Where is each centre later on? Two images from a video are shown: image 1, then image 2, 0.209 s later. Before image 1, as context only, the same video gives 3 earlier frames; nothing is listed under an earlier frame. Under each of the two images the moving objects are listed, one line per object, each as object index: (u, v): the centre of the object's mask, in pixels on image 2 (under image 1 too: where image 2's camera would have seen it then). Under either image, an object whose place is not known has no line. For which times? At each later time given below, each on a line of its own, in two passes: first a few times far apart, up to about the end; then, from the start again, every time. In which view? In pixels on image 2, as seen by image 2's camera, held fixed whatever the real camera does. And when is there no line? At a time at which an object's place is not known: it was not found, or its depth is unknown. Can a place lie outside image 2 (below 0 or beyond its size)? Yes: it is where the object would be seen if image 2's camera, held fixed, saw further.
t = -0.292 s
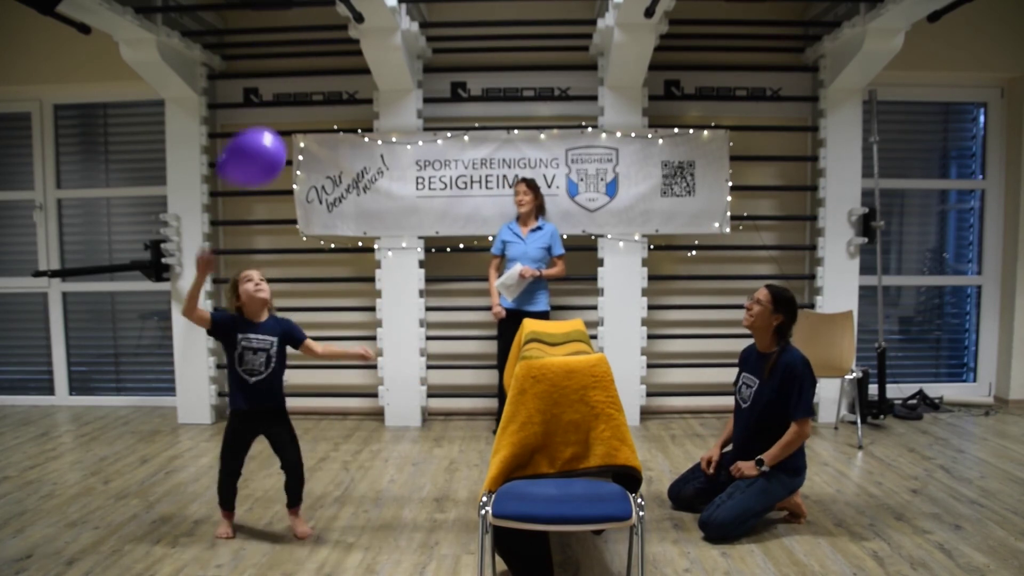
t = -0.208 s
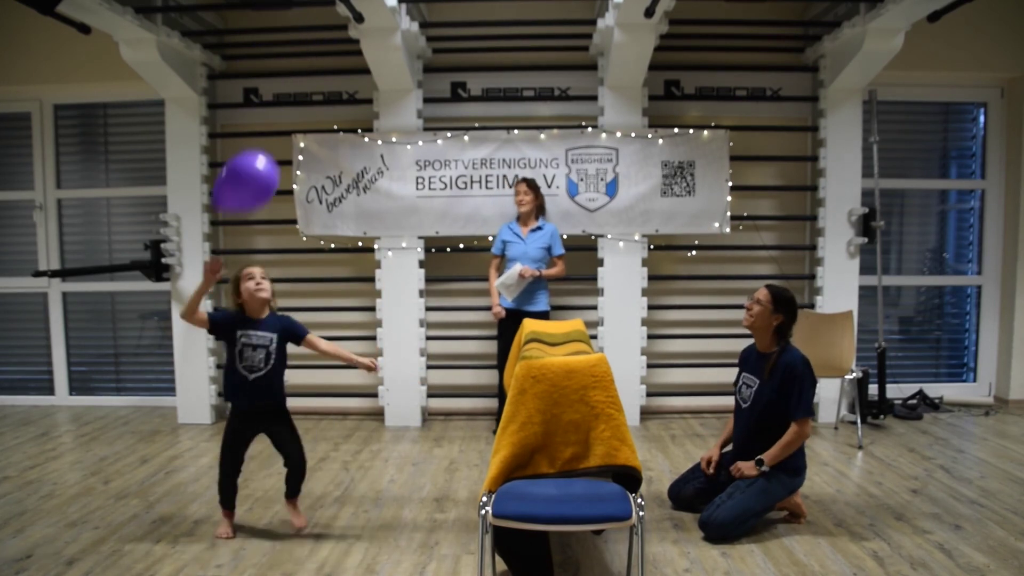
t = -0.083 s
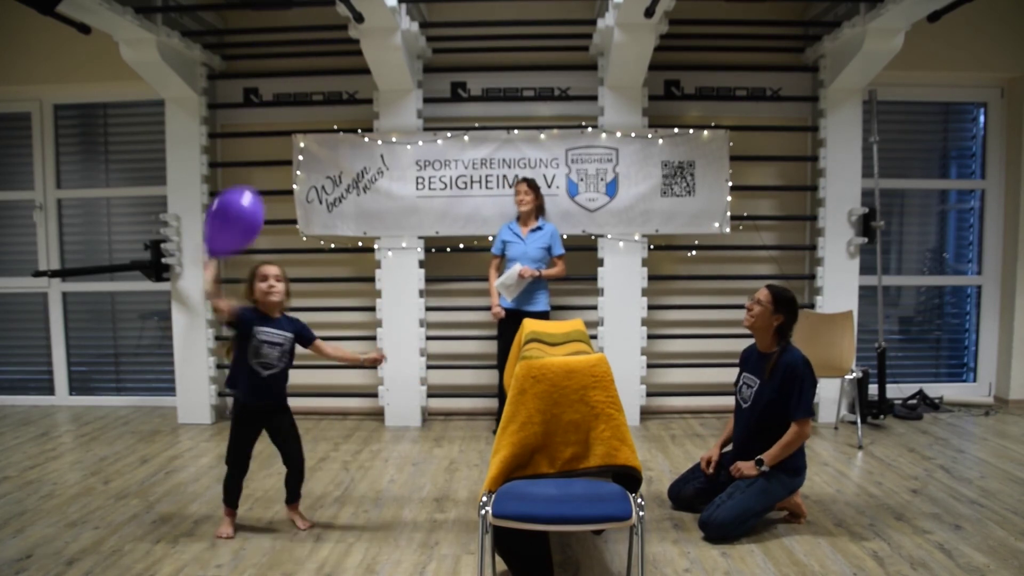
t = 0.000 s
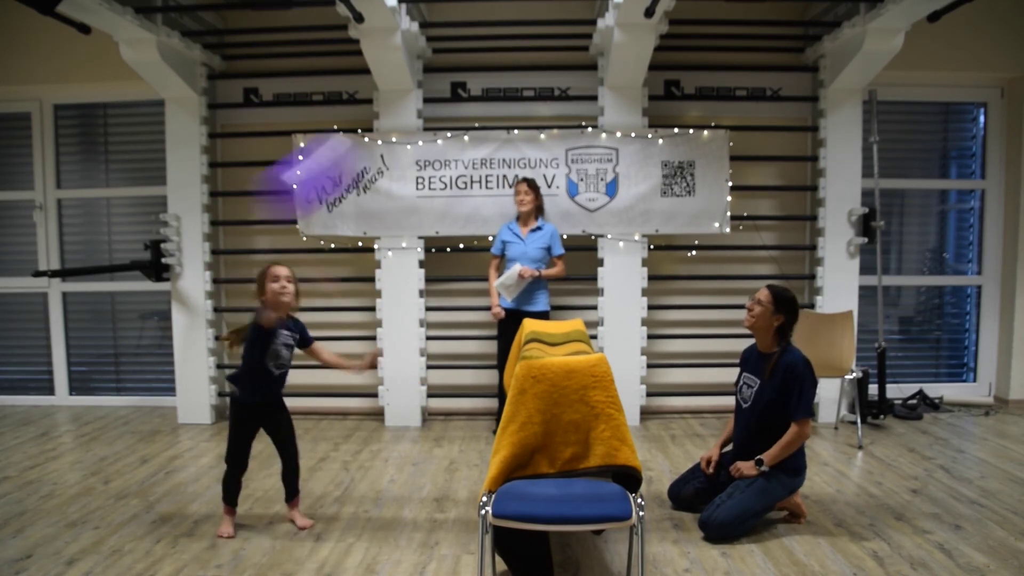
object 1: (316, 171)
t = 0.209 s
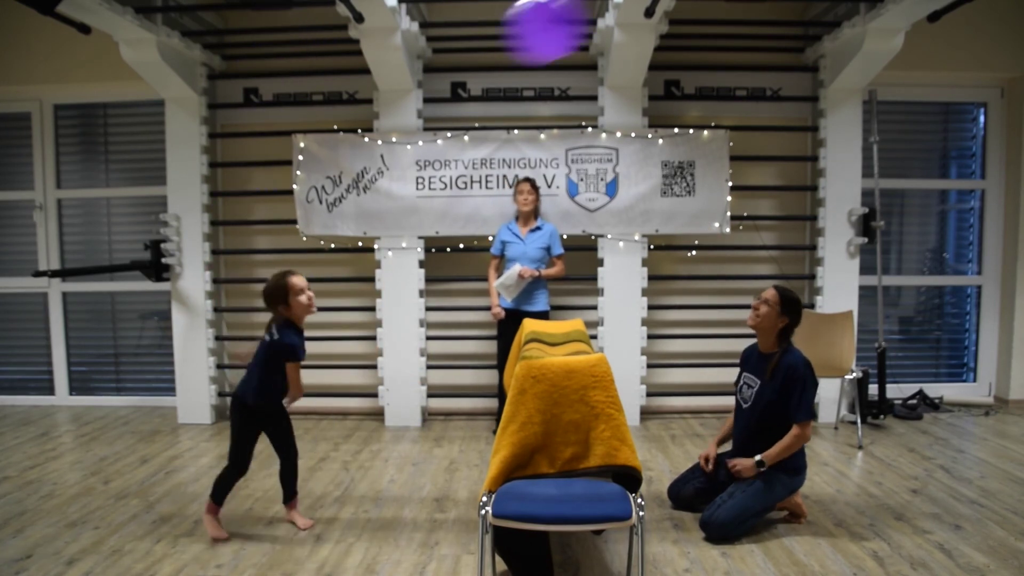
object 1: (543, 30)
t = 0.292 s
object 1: (600, 20)
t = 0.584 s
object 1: (746, 18)
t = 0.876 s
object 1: (854, 81)
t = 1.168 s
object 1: (902, 216)
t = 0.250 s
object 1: (573, 24)
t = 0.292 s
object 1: (600, 20)
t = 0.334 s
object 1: (622, 19)
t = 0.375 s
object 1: (645, 18)
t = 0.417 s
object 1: (664, 18)
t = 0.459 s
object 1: (685, 17)
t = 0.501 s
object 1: (704, 16)
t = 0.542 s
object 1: (725, 17)
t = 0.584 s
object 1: (746, 18)
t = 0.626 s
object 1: (766, 20)
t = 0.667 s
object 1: (785, 24)
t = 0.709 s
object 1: (802, 30)
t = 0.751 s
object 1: (818, 37)
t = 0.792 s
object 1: (832, 48)
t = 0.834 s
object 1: (843, 65)
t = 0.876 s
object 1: (854, 81)
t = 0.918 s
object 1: (863, 100)
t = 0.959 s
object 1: (873, 118)
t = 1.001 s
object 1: (880, 137)
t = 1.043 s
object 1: (888, 157)
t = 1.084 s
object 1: (894, 177)
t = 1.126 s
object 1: (899, 197)
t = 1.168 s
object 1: (902, 216)
